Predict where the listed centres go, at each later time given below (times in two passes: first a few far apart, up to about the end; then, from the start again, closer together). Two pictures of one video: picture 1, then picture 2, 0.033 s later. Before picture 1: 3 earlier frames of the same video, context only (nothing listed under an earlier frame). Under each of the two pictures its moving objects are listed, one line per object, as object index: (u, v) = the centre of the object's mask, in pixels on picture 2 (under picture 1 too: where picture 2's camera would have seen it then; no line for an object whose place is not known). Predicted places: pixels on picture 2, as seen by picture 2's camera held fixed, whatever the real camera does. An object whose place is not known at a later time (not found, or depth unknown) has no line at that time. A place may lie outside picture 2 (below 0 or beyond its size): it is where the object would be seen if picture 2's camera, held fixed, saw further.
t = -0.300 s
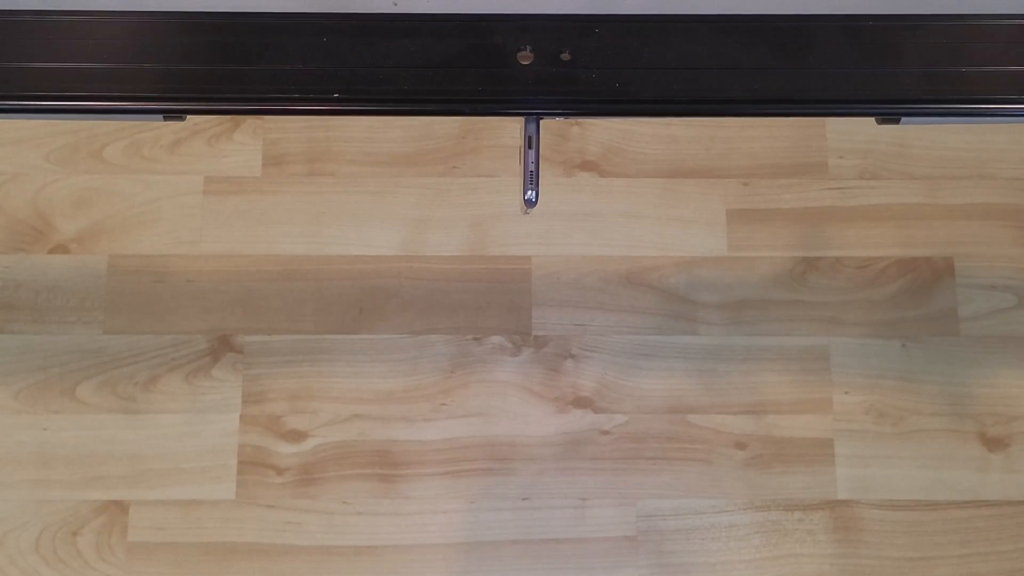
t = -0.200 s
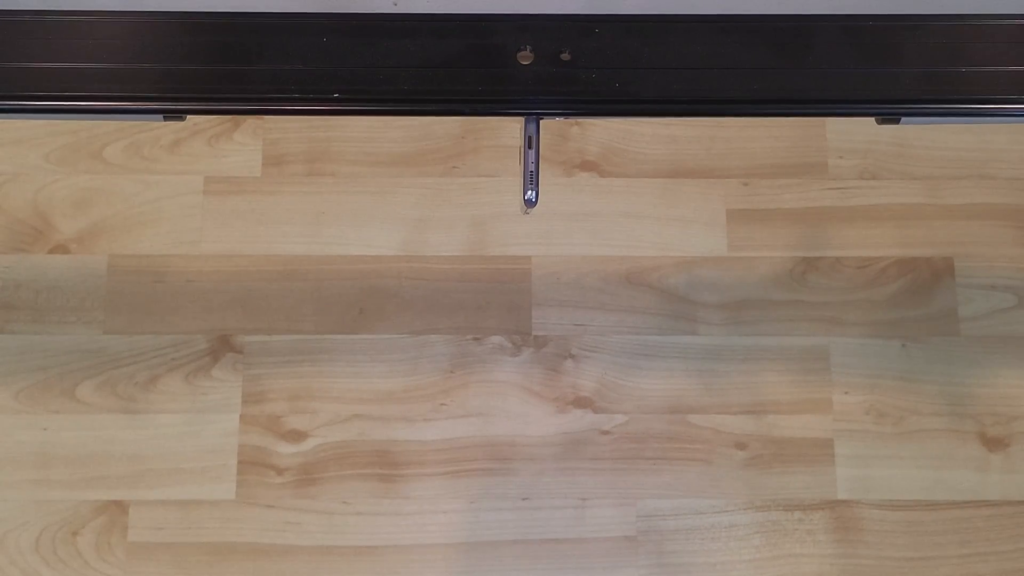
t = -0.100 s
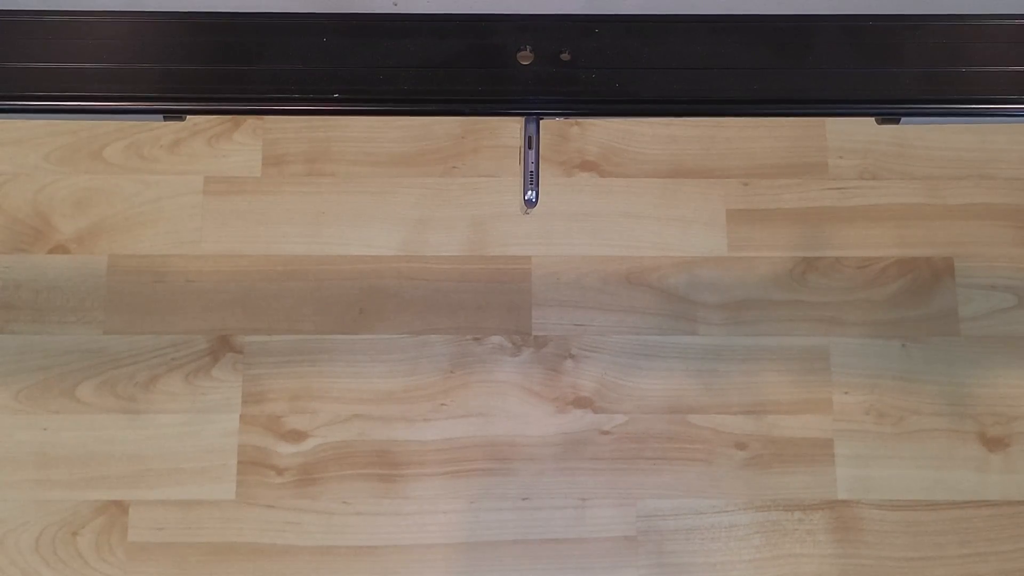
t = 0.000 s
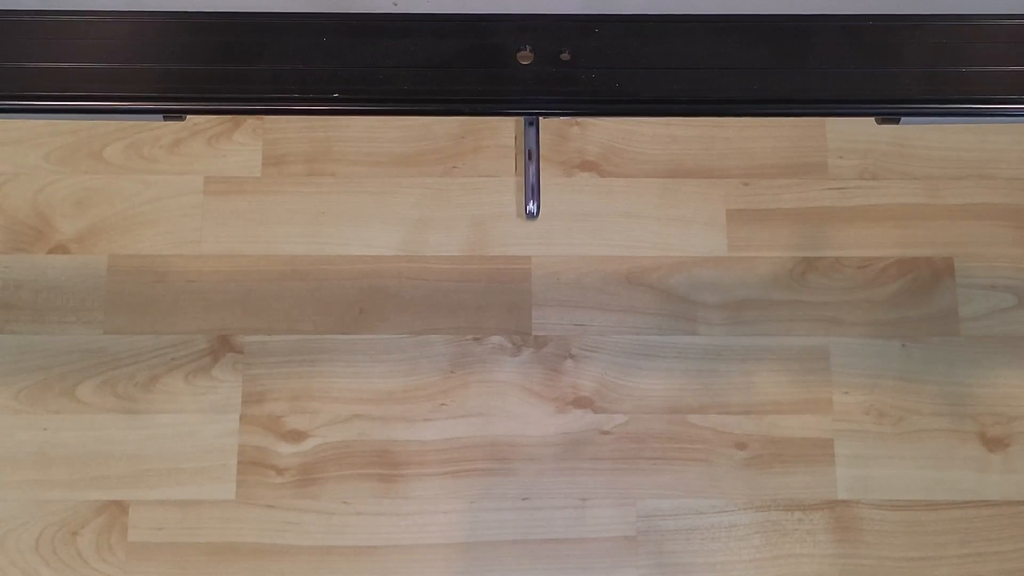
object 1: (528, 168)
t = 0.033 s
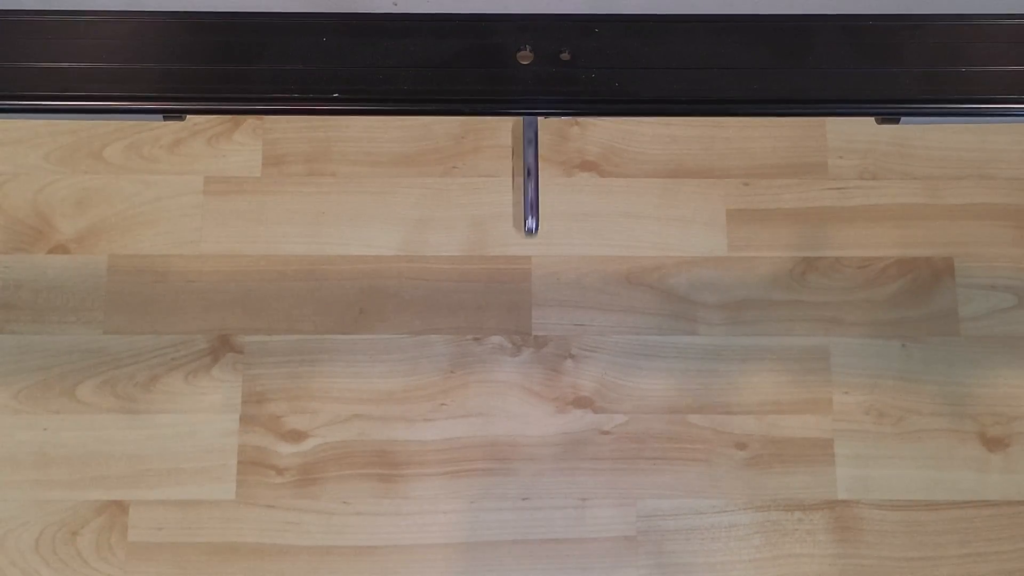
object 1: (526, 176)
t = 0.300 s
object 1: (525, 360)
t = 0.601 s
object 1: (570, 417)
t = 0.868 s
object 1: (570, 417)
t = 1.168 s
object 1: (570, 417)
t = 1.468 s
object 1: (570, 417)
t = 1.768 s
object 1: (570, 417)
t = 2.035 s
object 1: (570, 417)
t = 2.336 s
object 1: (570, 417)
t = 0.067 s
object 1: (523, 195)
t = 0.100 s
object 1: (520, 223)
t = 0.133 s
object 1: (517, 255)
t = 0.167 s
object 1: (514, 290)
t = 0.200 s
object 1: (518, 336)
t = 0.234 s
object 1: (510, 349)
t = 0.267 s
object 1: (516, 354)
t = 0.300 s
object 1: (525, 360)
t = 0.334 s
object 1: (533, 368)
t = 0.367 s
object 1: (542, 381)
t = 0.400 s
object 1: (550, 395)
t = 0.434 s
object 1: (556, 405)
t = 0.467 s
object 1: (562, 409)
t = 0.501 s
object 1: (567, 414)
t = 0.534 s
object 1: (569, 416)
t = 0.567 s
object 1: (570, 417)
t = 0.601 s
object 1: (570, 417)
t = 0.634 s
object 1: (570, 417)
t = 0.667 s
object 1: (570, 417)
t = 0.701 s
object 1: (570, 417)
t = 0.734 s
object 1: (570, 417)
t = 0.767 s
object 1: (570, 417)
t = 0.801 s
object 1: (570, 417)
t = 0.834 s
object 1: (570, 417)
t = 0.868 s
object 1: (570, 417)
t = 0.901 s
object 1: (570, 417)
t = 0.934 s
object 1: (570, 417)
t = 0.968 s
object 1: (570, 417)
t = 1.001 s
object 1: (570, 417)
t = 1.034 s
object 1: (570, 417)
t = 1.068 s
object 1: (570, 417)
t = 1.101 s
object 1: (570, 417)
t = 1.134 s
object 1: (570, 417)
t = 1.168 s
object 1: (570, 417)
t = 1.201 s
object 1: (570, 417)
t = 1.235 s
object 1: (570, 417)
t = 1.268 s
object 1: (570, 417)
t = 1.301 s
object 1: (570, 417)
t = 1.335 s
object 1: (570, 417)
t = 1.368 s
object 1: (570, 417)
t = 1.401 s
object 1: (570, 417)
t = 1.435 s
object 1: (570, 417)
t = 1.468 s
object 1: (570, 417)
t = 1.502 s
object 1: (570, 417)
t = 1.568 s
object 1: (570, 417)
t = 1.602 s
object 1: (570, 417)
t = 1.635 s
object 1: (570, 417)
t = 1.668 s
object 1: (570, 417)
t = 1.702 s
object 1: (570, 417)
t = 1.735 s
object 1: (570, 417)
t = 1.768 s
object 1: (570, 417)
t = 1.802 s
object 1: (570, 417)
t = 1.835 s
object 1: (570, 417)
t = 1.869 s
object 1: (571, 417)
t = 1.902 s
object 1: (570, 417)
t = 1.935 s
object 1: (570, 417)
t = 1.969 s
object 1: (570, 417)
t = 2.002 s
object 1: (570, 417)
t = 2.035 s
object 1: (570, 417)
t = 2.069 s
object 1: (570, 417)
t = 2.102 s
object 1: (570, 417)
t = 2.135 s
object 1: (570, 417)
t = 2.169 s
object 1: (570, 417)
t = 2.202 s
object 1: (570, 417)
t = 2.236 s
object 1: (570, 417)
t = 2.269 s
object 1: (570, 417)
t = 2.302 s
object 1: (570, 417)
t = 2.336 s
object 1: (570, 417)
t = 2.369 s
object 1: (570, 417)
